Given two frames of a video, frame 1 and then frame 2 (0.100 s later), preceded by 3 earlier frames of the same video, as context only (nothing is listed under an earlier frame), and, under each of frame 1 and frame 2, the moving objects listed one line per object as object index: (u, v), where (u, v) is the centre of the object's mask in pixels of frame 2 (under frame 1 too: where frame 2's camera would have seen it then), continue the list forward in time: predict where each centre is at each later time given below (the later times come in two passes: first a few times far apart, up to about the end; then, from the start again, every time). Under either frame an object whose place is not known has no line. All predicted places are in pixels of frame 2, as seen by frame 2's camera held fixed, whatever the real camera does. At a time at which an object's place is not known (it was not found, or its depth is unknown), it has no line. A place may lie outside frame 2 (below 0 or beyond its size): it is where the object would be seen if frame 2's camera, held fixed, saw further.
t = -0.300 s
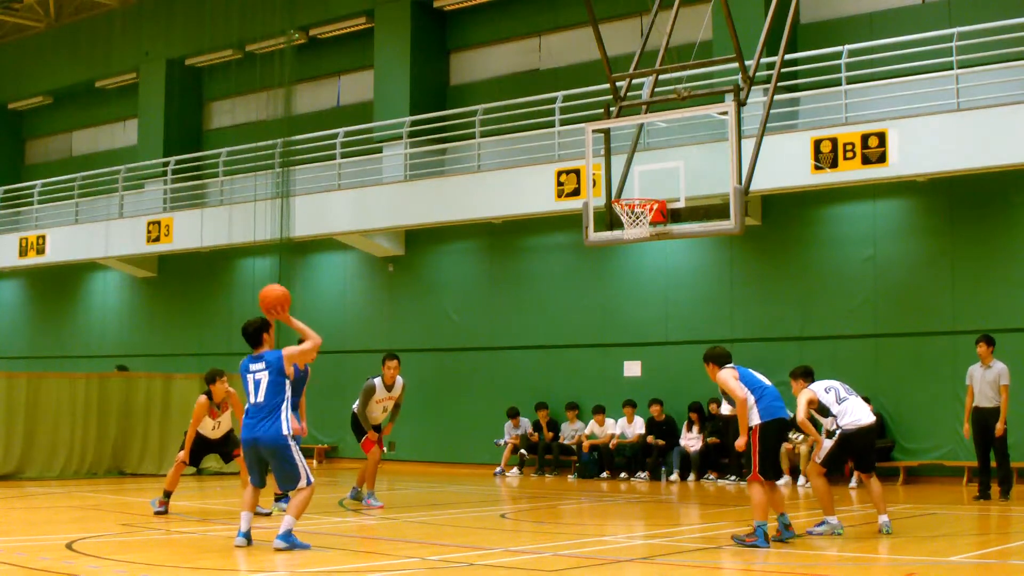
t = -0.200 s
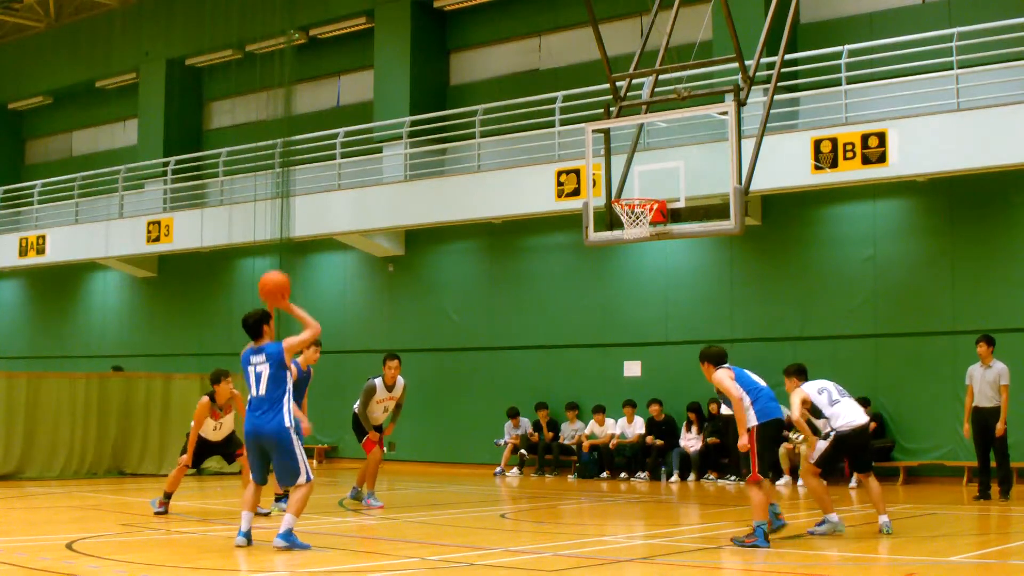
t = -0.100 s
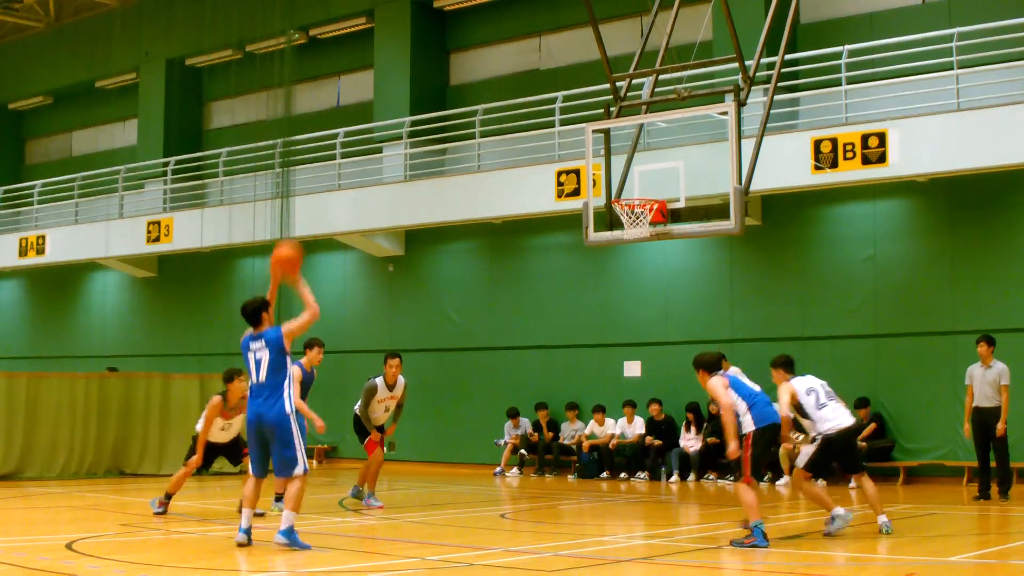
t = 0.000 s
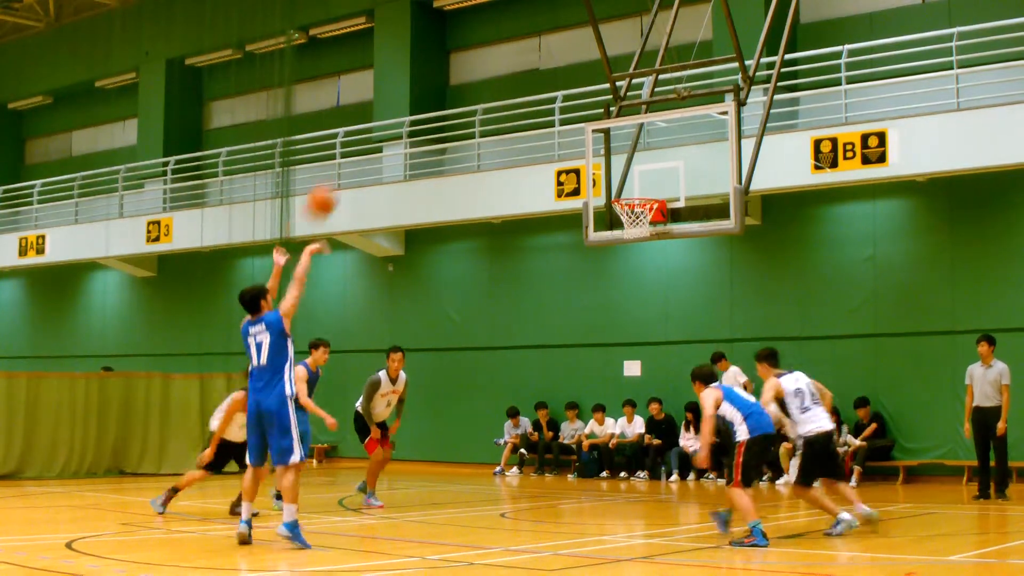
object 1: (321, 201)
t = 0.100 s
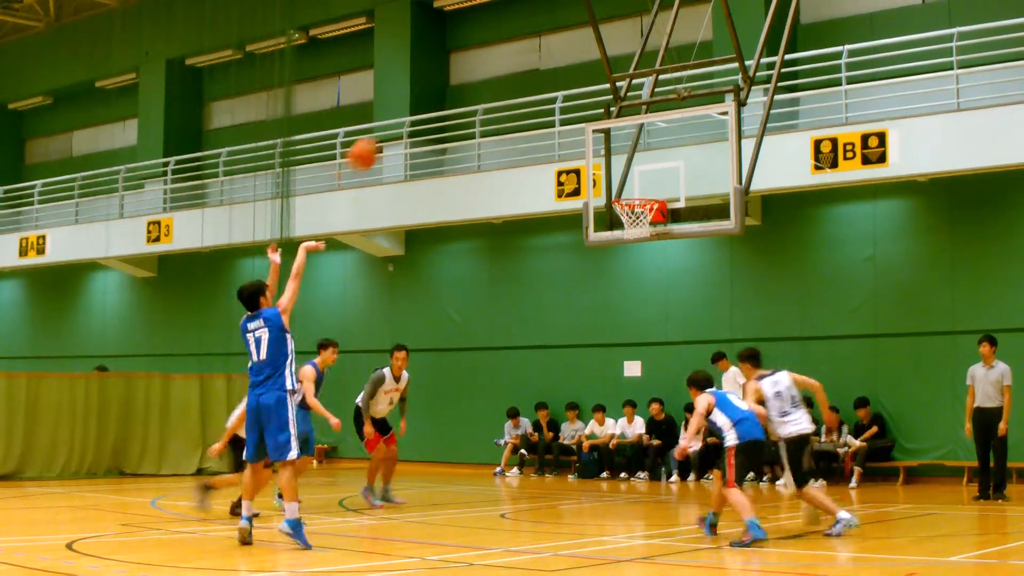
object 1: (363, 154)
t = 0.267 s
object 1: (428, 103)
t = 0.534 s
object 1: (518, 90)
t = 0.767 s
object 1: (589, 139)
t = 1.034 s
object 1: (649, 231)
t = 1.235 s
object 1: (667, 308)
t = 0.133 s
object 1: (376, 141)
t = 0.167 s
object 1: (389, 129)
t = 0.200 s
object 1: (403, 119)
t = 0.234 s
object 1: (417, 110)
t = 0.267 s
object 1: (428, 103)
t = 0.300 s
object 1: (440, 97)
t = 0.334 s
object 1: (451, 93)
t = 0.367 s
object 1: (462, 90)
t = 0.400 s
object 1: (474, 88)
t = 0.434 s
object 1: (485, 86)
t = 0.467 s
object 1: (496, 87)
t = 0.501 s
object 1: (507, 88)
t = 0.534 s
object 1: (518, 90)
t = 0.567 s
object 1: (528, 93)
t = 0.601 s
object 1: (539, 98)
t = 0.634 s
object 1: (549, 103)
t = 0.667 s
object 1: (560, 112)
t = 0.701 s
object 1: (569, 118)
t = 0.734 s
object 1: (580, 128)
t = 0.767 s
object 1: (589, 139)
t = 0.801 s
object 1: (599, 148)
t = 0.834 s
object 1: (608, 160)
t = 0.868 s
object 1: (617, 174)
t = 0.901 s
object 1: (626, 187)
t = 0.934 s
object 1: (633, 200)
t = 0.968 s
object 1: (641, 216)
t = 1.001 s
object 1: (646, 226)
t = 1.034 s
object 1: (649, 231)
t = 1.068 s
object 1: (652, 242)
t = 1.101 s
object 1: (654, 254)
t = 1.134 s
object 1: (658, 265)
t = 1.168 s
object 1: (661, 278)
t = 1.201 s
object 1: (663, 292)
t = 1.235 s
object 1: (667, 308)
